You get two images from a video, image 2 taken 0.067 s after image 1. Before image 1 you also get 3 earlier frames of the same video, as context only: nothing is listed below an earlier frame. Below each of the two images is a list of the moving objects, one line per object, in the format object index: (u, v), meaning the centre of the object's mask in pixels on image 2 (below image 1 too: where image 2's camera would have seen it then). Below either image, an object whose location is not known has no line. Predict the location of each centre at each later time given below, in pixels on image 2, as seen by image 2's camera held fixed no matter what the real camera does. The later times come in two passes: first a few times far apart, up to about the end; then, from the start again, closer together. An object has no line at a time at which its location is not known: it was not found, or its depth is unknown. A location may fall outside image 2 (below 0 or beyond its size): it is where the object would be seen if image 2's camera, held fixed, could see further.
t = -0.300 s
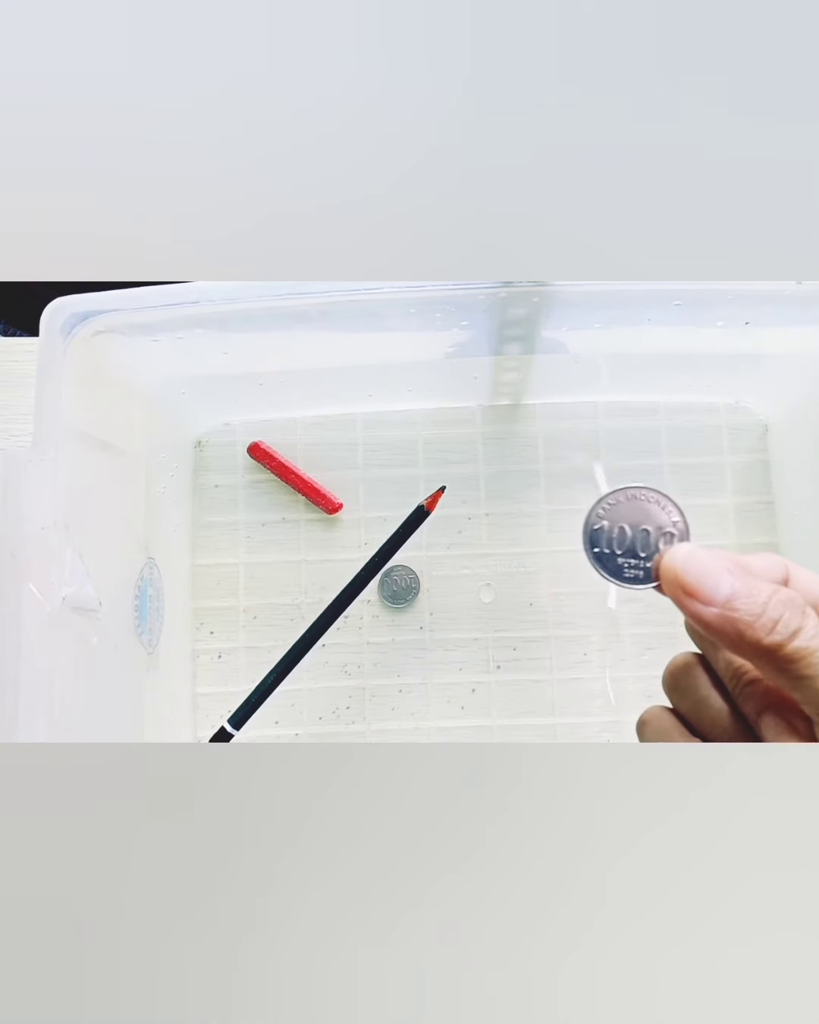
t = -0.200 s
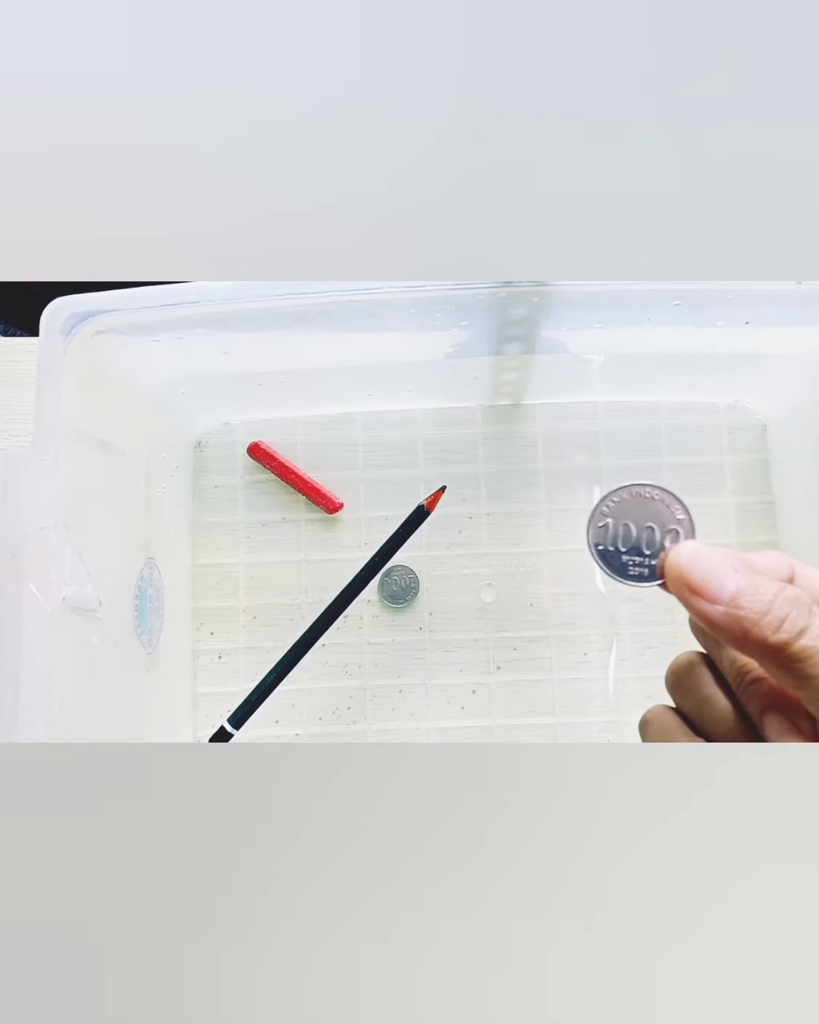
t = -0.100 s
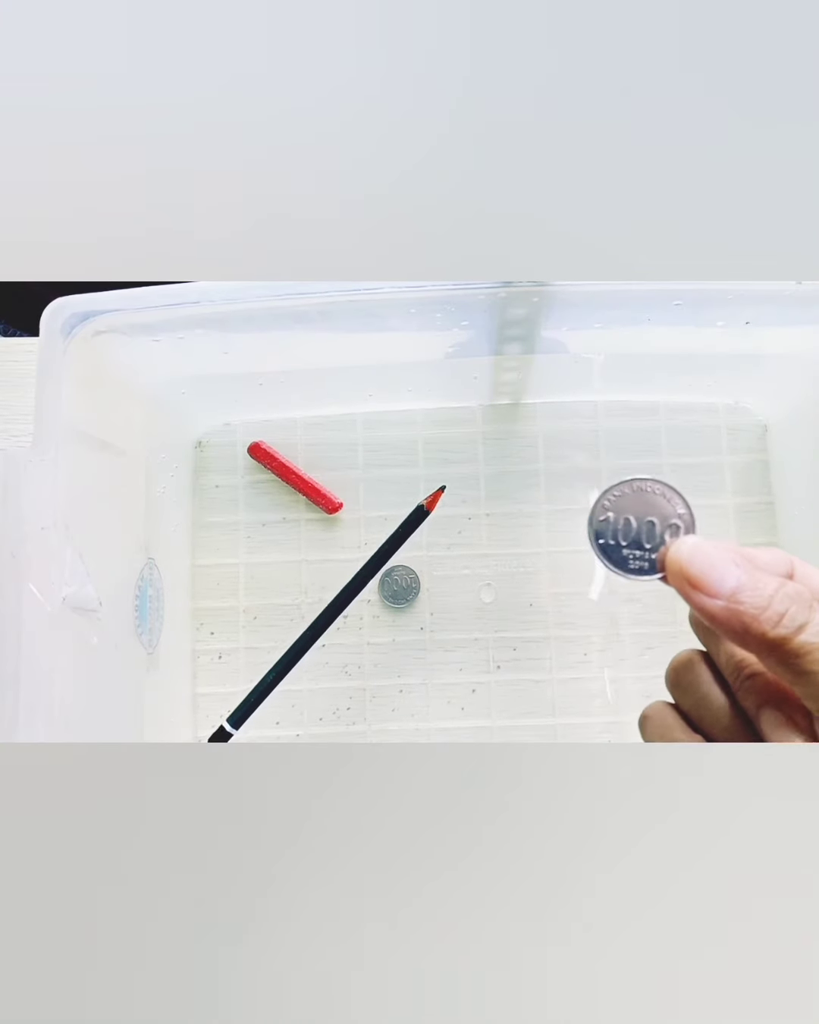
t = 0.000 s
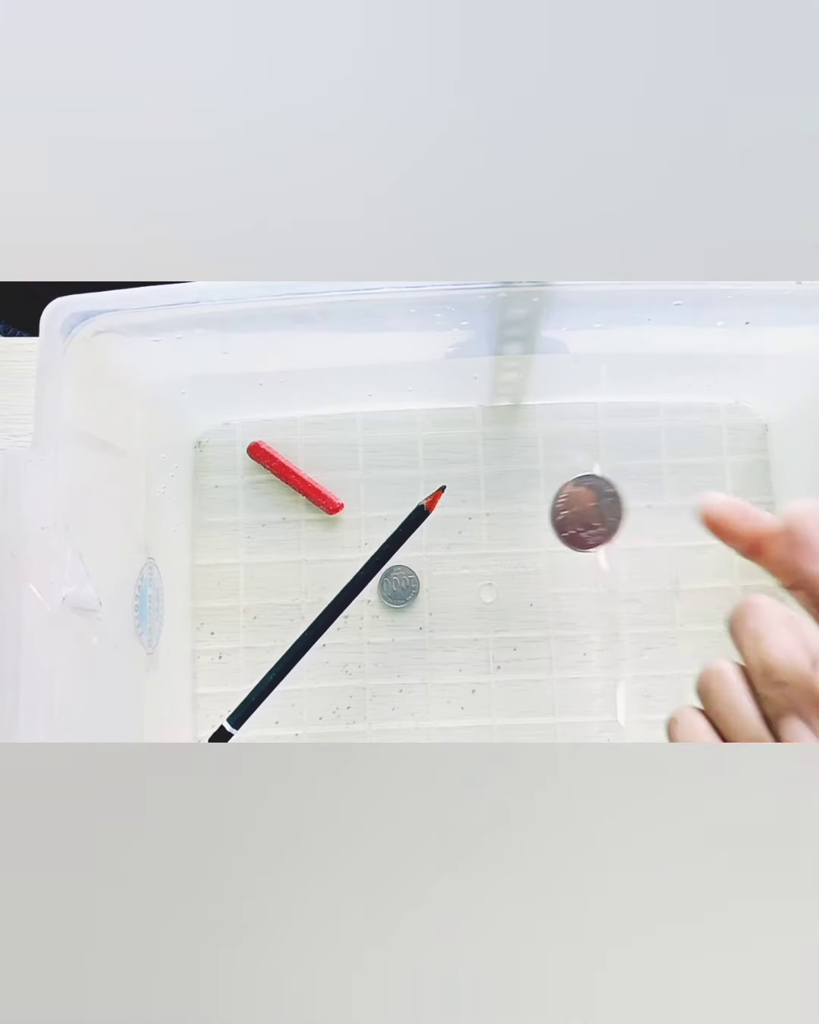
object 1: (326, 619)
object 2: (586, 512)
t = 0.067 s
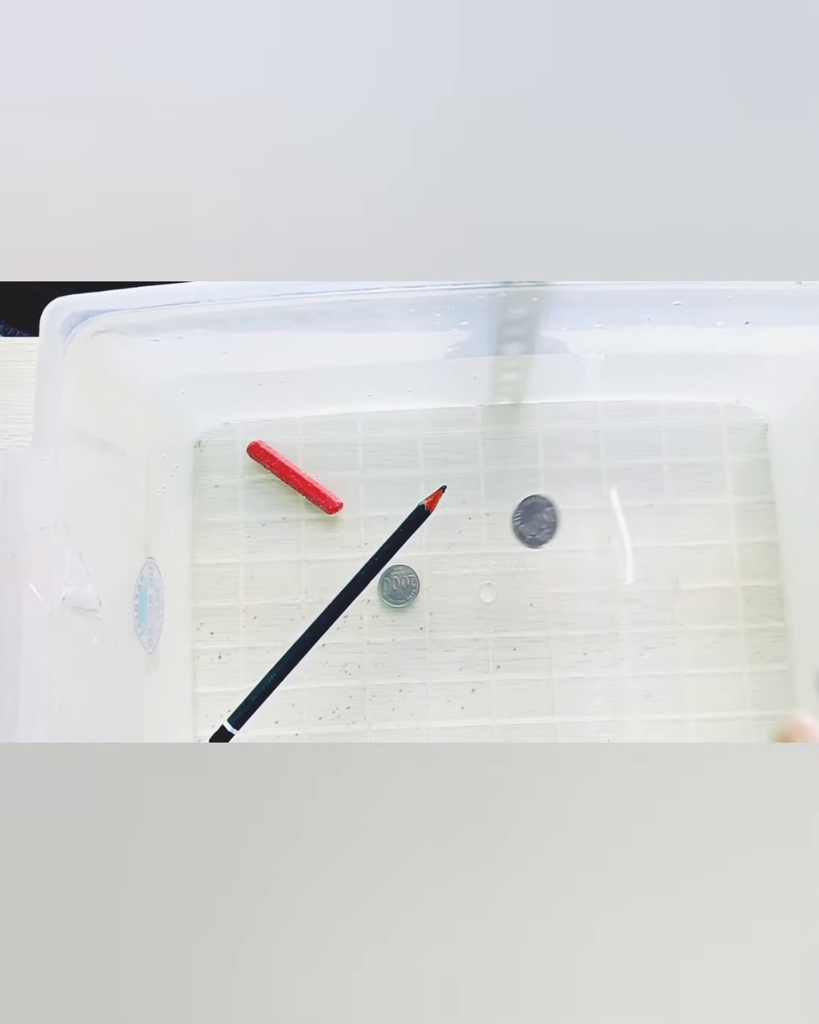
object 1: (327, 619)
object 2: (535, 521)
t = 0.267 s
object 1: (324, 620)
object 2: (523, 520)
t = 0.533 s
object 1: (321, 616)
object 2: (517, 506)
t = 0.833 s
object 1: (316, 616)
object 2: (519, 498)
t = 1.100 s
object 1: (314, 618)
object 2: (517, 502)
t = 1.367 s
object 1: (314, 622)
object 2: (518, 503)
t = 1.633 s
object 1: (312, 624)
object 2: (520, 502)
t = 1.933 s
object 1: (310, 626)
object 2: (515, 502)
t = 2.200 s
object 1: (306, 628)
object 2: (517, 502)
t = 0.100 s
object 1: (327, 619)
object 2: (538, 526)
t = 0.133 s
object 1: (327, 619)
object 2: (542, 528)
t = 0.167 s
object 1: (328, 619)
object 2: (554, 530)
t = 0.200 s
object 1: (327, 618)
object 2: (554, 540)
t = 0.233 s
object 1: (325, 619)
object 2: (536, 529)
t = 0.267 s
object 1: (324, 620)
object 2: (523, 520)
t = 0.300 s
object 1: (325, 619)
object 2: (521, 517)
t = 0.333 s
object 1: (325, 619)
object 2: (521, 518)
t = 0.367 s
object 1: (325, 619)
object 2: (508, 509)
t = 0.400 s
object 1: (325, 617)
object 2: (525, 517)
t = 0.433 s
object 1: (324, 615)
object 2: (542, 517)
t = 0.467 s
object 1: (322, 615)
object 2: (505, 505)
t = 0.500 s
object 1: (321, 616)
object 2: (522, 509)
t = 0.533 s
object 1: (321, 616)
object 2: (517, 506)
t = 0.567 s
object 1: (321, 615)
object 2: (519, 505)
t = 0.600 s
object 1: (321, 615)
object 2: (516, 500)
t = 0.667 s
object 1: (319, 615)
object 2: (515, 500)
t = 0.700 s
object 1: (317, 615)
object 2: (515, 499)
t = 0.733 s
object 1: (316, 616)
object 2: (517, 498)
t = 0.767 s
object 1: (316, 616)
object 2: (519, 496)
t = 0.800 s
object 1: (315, 617)
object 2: (519, 497)
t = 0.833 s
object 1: (316, 616)
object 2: (519, 498)
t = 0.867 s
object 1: (316, 615)
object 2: (523, 499)
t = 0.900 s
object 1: (316, 616)
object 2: (519, 498)
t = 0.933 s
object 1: (315, 617)
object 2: (520, 496)
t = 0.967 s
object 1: (315, 618)
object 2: (521, 494)
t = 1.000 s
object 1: (314, 618)
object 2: (516, 502)
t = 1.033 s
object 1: (314, 619)
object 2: (517, 503)
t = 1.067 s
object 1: (314, 618)
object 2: (518, 504)
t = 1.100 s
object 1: (314, 618)
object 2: (517, 502)
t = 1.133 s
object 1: (314, 618)
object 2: (518, 501)
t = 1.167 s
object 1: (313, 619)
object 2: (518, 501)
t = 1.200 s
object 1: (313, 619)
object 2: (516, 501)
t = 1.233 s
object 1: (313, 620)
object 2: (517, 502)
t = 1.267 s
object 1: (313, 621)
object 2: (517, 502)
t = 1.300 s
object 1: (313, 622)
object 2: (518, 502)
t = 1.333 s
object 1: (314, 622)
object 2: (519, 503)
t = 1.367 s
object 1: (314, 622)
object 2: (518, 503)
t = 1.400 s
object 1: (315, 623)
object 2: (517, 502)
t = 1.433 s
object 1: (314, 623)
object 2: (516, 501)
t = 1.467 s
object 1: (314, 623)
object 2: (516, 500)
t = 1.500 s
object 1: (313, 623)
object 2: (516, 501)
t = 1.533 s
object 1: (312, 624)
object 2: (517, 503)
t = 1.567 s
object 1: (311, 624)
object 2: (519, 503)
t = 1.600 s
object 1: (311, 624)
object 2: (521, 503)
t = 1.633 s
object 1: (312, 624)
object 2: (520, 502)
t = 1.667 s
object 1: (311, 624)
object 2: (515, 502)
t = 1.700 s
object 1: (311, 624)
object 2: (515, 502)
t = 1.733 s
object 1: (311, 623)
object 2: (516, 502)
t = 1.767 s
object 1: (310, 625)
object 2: (517, 501)
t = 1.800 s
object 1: (310, 626)
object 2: (521, 501)
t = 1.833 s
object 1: (310, 626)
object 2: (520, 501)
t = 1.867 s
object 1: (310, 626)
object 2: (517, 502)
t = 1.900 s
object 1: (310, 626)
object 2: (515, 503)
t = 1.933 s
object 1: (310, 626)
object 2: (515, 502)
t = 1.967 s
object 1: (310, 626)
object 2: (518, 501)
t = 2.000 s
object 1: (310, 626)
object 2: (520, 501)
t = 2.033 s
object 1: (309, 627)
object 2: (521, 502)
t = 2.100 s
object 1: (309, 627)
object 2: (519, 502)
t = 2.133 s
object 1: (307, 628)
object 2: (517, 503)
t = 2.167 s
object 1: (306, 628)
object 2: (516, 502)
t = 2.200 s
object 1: (306, 628)
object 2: (517, 502)
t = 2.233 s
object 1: (306, 627)
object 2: (518, 501)
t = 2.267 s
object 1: (306, 627)
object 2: (519, 502)
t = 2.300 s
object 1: (307, 627)
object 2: (519, 503)
